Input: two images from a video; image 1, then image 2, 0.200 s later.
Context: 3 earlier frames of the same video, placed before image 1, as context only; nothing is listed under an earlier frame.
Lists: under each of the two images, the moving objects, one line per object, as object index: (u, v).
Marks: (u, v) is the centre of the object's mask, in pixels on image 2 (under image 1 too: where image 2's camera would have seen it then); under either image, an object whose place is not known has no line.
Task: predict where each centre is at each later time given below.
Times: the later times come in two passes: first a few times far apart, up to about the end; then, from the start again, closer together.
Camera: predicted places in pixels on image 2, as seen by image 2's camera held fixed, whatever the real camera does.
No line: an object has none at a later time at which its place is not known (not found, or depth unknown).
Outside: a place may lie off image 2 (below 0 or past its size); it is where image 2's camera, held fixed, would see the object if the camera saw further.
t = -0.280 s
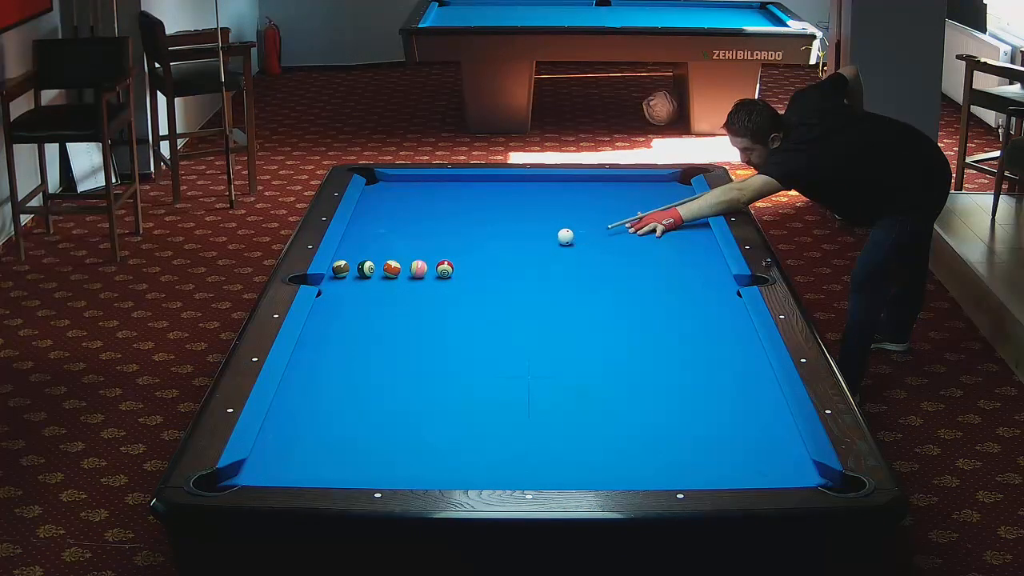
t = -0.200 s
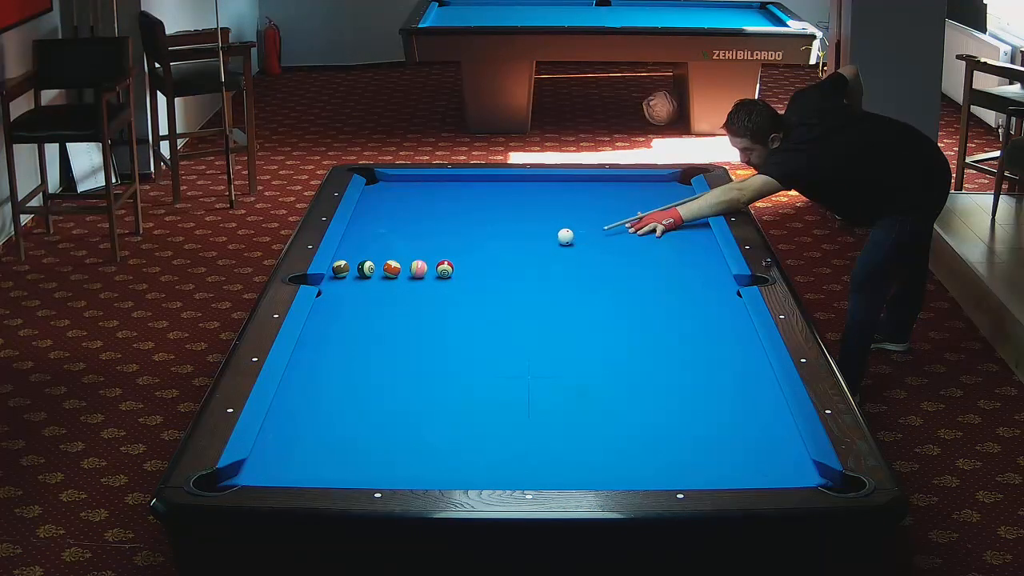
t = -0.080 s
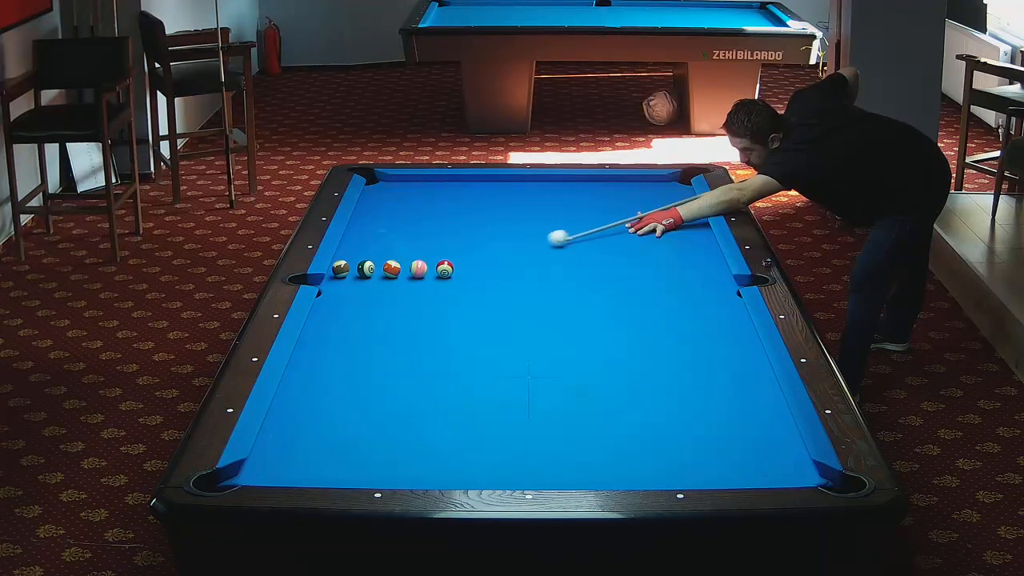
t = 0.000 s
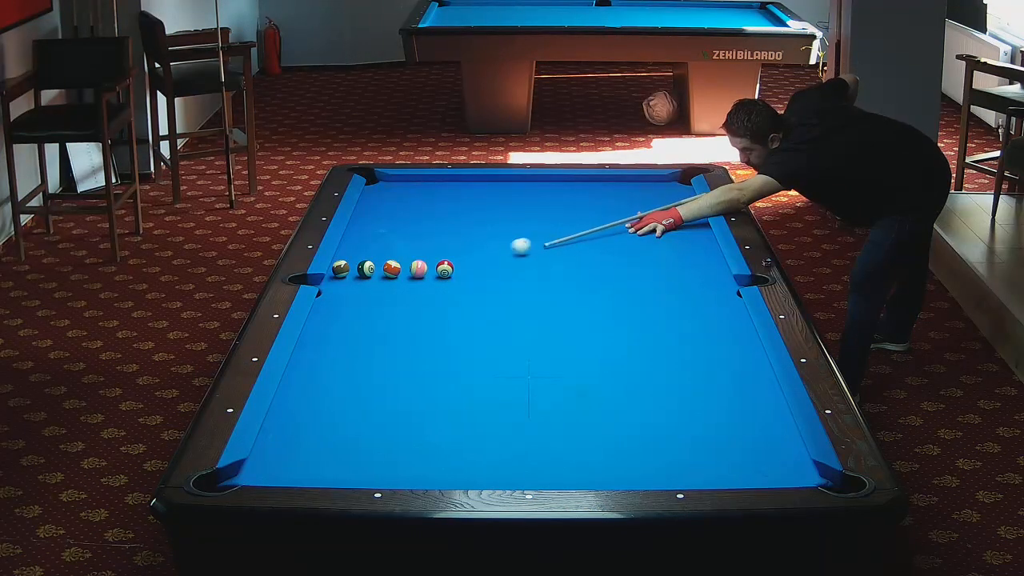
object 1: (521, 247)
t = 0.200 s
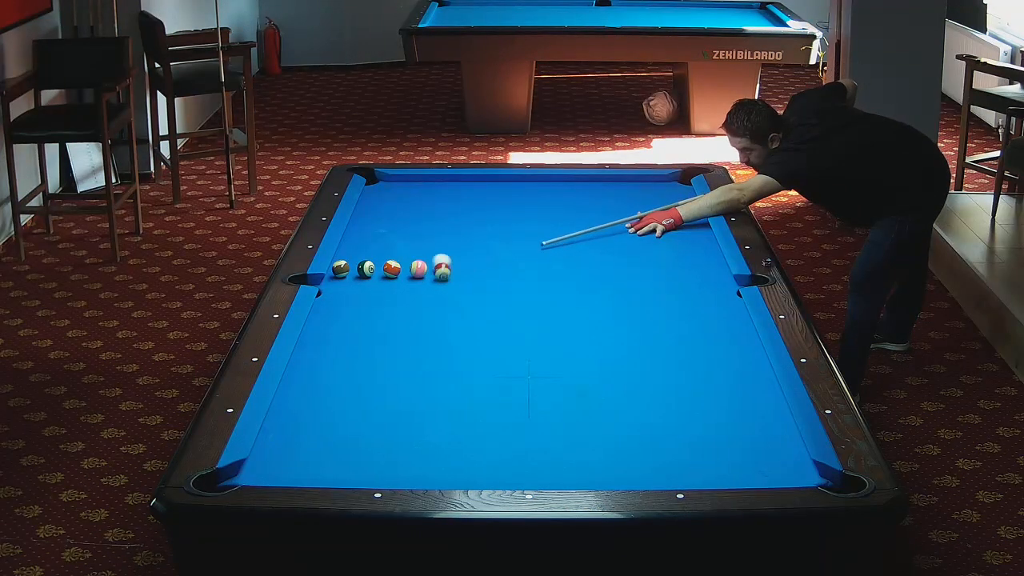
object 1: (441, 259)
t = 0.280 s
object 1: (424, 258)
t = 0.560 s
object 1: (373, 256)
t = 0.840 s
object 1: (353, 254)
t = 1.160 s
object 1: (380, 248)
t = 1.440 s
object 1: (403, 244)
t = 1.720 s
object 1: (424, 240)
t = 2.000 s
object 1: (443, 237)
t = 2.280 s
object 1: (461, 233)
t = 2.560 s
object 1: (476, 230)
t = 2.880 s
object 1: (492, 227)
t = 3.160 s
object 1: (505, 225)
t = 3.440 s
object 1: (515, 223)
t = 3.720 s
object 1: (525, 221)
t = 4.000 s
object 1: (533, 220)
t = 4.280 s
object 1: (539, 219)
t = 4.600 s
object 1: (545, 218)
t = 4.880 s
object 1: (549, 217)
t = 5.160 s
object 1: (551, 217)
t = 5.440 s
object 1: (551, 217)
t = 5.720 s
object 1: (552, 216)
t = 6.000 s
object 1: (552, 217)
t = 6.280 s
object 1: (551, 217)
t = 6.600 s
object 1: (552, 216)
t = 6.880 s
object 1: (552, 217)
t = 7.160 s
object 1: (552, 216)
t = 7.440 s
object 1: (552, 216)
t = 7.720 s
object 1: (552, 216)
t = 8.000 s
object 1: (552, 216)
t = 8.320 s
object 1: (552, 217)
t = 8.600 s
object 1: (552, 216)
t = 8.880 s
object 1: (552, 216)
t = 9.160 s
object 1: (552, 216)
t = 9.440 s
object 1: (552, 216)
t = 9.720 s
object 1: (552, 216)
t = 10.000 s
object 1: (552, 216)
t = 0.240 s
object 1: (432, 260)
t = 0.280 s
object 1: (424, 258)
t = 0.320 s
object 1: (414, 257)
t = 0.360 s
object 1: (407, 259)
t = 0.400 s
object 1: (401, 259)
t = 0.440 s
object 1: (394, 256)
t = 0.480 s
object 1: (386, 257)
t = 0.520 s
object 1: (379, 258)
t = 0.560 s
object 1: (373, 256)
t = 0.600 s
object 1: (365, 255)
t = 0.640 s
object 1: (358, 256)
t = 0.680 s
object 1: (352, 256)
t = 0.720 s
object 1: (345, 254)
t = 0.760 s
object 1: (345, 254)
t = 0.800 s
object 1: (349, 254)
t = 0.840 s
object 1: (353, 254)
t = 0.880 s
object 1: (356, 253)
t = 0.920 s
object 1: (360, 252)
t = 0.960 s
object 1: (363, 251)
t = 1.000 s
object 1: (367, 251)
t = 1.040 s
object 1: (370, 250)
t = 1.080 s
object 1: (374, 250)
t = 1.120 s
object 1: (377, 249)
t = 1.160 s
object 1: (380, 248)
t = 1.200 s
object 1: (384, 248)
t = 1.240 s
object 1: (387, 247)
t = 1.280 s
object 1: (391, 246)
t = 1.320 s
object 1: (394, 246)
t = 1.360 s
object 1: (397, 245)
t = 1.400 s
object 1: (400, 244)
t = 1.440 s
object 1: (403, 244)
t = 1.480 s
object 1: (406, 243)
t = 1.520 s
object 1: (410, 243)
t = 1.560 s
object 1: (412, 242)
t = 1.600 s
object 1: (415, 242)
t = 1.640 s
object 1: (418, 241)
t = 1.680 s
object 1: (421, 241)
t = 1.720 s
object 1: (424, 240)
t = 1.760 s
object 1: (427, 240)
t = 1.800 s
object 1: (430, 239)
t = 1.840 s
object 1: (433, 238)
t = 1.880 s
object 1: (435, 238)
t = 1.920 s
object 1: (438, 237)
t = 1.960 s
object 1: (441, 237)
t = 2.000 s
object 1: (443, 237)
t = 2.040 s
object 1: (446, 236)
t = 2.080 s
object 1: (448, 235)
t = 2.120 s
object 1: (451, 235)
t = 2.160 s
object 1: (453, 234)
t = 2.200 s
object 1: (456, 234)
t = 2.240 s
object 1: (458, 233)
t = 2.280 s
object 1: (461, 233)
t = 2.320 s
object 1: (463, 233)
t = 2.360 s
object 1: (465, 232)
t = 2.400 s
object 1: (468, 232)
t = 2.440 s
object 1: (470, 231)
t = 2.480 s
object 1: (472, 231)
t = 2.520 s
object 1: (474, 230)
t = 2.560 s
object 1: (476, 230)
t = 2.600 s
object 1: (478, 230)
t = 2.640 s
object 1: (481, 229)
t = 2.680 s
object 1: (483, 229)
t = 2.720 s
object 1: (485, 228)
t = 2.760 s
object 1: (487, 228)
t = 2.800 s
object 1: (489, 228)
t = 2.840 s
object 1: (490, 227)
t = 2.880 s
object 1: (492, 227)
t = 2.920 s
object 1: (494, 227)
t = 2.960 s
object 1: (496, 226)
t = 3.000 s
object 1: (498, 226)
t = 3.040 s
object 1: (500, 226)
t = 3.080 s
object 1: (501, 225)
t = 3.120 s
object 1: (503, 225)
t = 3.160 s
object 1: (505, 225)
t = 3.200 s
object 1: (507, 224)
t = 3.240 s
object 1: (508, 224)
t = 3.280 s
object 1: (509, 224)
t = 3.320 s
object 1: (511, 224)
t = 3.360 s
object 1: (513, 223)
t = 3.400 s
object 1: (514, 223)
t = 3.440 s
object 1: (515, 223)
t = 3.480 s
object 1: (517, 223)
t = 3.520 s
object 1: (518, 222)
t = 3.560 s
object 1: (520, 222)
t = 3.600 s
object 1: (521, 222)
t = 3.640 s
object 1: (522, 221)
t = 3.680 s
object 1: (524, 221)
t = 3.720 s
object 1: (525, 221)
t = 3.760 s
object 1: (526, 221)
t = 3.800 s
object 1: (527, 221)
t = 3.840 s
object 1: (529, 220)
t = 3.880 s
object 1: (530, 220)
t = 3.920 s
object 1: (531, 220)
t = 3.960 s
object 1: (532, 220)
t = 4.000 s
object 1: (533, 220)
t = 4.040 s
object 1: (534, 220)
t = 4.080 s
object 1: (535, 219)
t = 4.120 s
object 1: (536, 219)
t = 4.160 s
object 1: (537, 219)
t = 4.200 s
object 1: (538, 219)
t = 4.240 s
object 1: (539, 219)
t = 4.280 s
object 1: (539, 219)
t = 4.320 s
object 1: (540, 219)
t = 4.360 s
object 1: (541, 218)
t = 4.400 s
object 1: (542, 218)
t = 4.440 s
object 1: (542, 218)
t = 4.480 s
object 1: (543, 218)
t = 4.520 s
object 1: (544, 218)
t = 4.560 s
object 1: (544, 218)
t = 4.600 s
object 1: (545, 218)
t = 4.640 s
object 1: (546, 218)
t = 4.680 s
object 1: (546, 218)
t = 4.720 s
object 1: (547, 217)
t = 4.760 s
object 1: (547, 217)
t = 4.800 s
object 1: (548, 217)
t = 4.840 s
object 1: (548, 217)
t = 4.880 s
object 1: (549, 217)
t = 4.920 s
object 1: (549, 217)
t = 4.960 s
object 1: (549, 217)
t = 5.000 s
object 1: (550, 217)
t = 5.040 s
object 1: (550, 217)
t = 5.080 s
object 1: (550, 217)
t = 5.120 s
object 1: (551, 217)
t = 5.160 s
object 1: (551, 217)
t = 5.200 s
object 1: (551, 217)
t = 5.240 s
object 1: (551, 217)
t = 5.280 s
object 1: (551, 217)
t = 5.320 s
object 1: (551, 217)
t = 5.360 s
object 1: (551, 217)
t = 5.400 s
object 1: (551, 216)
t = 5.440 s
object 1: (551, 217)
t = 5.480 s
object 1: (551, 217)
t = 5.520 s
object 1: (552, 216)
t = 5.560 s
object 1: (551, 217)
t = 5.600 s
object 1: (552, 216)
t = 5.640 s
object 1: (552, 217)
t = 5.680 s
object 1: (551, 217)
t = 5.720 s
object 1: (552, 216)
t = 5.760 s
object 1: (551, 217)
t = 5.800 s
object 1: (552, 216)
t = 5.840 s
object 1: (551, 217)
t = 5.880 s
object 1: (551, 217)
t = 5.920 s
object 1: (551, 217)
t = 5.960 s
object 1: (552, 216)
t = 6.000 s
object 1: (552, 217)
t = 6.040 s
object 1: (552, 217)
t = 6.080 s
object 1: (552, 217)
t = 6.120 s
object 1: (552, 216)
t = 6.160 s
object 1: (552, 216)
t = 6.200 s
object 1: (552, 217)
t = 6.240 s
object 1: (552, 216)
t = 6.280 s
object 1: (551, 217)
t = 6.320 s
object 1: (551, 217)
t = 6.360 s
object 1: (552, 216)
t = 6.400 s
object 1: (552, 216)
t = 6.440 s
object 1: (552, 216)
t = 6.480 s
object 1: (552, 217)
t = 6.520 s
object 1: (552, 216)
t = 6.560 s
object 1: (552, 216)
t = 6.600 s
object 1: (552, 216)
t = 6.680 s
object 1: (551, 216)
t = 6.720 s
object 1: (552, 216)
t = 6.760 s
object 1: (552, 216)
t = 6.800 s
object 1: (552, 216)
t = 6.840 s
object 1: (552, 216)
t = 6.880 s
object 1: (552, 217)
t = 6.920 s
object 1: (552, 217)
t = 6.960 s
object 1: (552, 217)
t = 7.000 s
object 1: (552, 216)
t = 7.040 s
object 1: (552, 216)
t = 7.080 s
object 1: (552, 216)
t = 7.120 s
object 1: (552, 216)
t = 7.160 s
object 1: (552, 216)
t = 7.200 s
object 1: (552, 216)
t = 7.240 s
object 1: (552, 216)
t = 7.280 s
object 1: (552, 216)
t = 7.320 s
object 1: (552, 216)
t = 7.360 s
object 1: (552, 216)
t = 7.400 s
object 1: (552, 216)
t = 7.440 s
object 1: (552, 216)
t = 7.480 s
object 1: (552, 216)
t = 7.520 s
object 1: (552, 216)
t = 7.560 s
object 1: (552, 216)
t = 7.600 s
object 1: (552, 216)
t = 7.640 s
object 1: (552, 216)
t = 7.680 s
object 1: (552, 216)
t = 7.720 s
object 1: (552, 216)
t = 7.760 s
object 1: (552, 216)
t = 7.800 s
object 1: (552, 216)
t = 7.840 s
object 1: (552, 216)
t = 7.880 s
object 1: (552, 216)
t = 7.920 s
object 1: (552, 216)
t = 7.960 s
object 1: (552, 216)
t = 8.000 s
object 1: (552, 216)
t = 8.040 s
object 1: (552, 216)
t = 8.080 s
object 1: (552, 216)
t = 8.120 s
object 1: (552, 216)
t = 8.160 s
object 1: (552, 216)
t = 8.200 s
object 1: (552, 216)
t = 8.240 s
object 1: (552, 216)
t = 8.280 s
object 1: (552, 216)
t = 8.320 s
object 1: (552, 217)
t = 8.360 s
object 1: (552, 216)
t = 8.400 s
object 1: (552, 216)
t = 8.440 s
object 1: (552, 216)
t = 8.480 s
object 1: (552, 216)
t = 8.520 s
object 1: (552, 216)
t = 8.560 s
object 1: (552, 216)
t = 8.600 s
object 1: (552, 216)
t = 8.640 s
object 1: (552, 216)
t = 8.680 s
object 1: (551, 216)
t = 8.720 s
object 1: (551, 216)
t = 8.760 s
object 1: (552, 216)
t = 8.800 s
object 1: (552, 216)
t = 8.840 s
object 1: (552, 216)
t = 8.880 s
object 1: (552, 216)
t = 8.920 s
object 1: (552, 216)
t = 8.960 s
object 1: (552, 216)
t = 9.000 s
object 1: (552, 216)
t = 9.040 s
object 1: (552, 216)
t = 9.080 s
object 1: (552, 216)
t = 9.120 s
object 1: (552, 216)
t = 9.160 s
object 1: (552, 216)
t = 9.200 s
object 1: (552, 216)
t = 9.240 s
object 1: (552, 216)
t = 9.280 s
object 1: (552, 216)
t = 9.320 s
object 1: (551, 216)
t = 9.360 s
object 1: (552, 216)
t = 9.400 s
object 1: (552, 216)
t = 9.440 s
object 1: (552, 216)
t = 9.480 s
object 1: (552, 216)
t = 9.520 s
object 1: (552, 216)
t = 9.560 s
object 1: (552, 216)
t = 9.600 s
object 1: (552, 216)
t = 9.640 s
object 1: (552, 216)
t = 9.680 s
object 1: (551, 216)
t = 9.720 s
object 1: (552, 216)
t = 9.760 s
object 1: (552, 216)
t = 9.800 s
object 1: (552, 216)
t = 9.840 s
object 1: (552, 216)
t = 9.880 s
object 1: (552, 216)
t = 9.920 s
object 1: (552, 216)
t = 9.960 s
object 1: (552, 216)
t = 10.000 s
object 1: (552, 216)
